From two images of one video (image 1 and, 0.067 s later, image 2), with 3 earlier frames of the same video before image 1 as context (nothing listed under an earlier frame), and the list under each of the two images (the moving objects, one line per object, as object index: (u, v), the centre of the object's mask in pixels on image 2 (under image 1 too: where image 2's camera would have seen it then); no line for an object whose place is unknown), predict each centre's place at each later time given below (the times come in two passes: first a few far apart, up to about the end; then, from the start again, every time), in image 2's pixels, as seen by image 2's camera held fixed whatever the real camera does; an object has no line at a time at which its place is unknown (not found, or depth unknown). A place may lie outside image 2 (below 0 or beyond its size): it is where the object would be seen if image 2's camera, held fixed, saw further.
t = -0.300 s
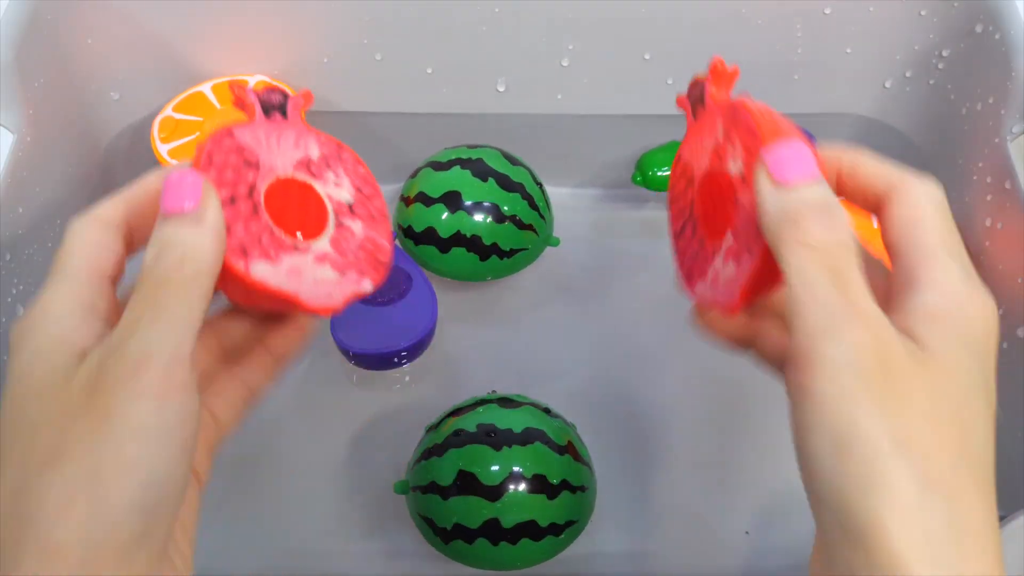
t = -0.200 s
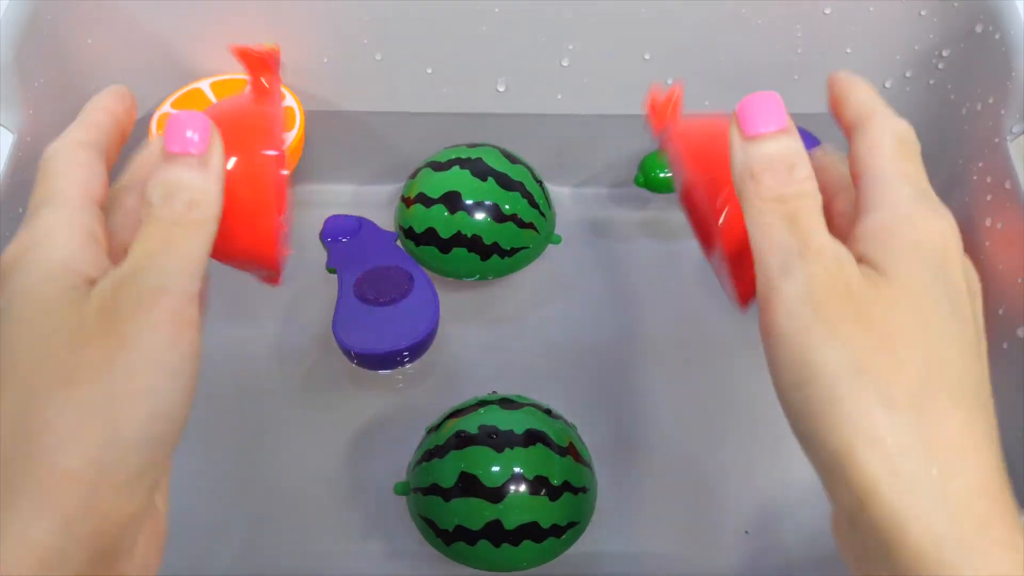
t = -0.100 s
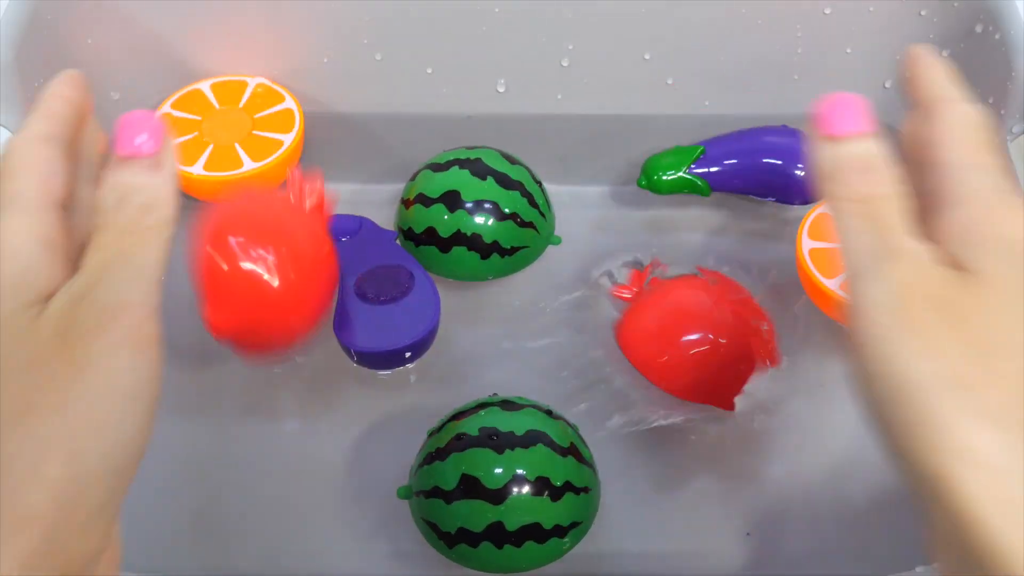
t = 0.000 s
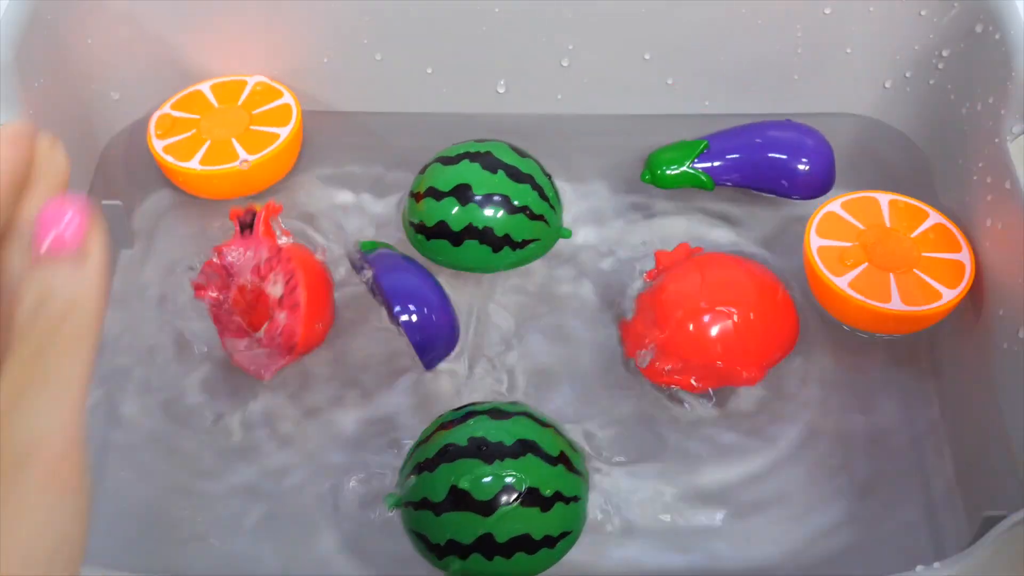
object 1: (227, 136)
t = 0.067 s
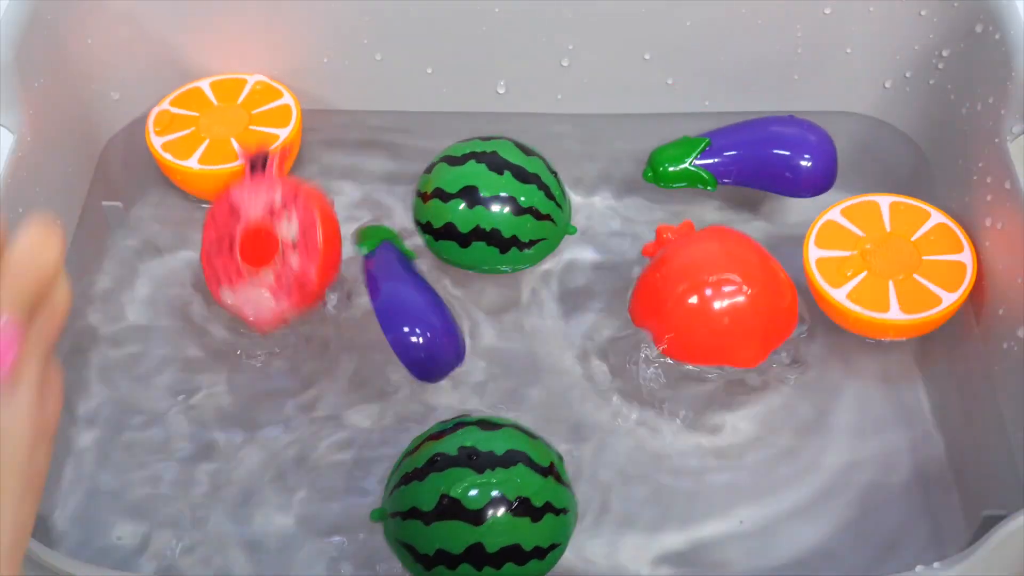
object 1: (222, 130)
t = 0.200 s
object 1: (210, 132)
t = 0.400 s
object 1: (182, 140)
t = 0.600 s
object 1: (162, 155)
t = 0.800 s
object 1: (164, 160)
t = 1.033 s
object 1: (158, 168)
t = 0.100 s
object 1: (211, 123)
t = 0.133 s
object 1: (206, 124)
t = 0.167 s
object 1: (208, 129)
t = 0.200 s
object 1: (210, 132)
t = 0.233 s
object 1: (208, 131)
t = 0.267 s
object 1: (202, 131)
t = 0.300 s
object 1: (196, 133)
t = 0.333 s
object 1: (191, 136)
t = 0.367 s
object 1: (185, 138)
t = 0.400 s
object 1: (182, 140)
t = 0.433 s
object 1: (178, 141)
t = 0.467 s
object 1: (174, 143)
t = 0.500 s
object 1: (170, 146)
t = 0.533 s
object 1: (165, 150)
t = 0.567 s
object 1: (163, 153)
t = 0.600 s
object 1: (162, 155)
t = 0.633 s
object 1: (162, 156)
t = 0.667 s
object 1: (162, 157)
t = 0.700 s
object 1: (163, 159)
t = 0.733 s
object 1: (165, 161)
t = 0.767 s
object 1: (165, 161)
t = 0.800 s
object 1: (164, 160)
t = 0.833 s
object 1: (162, 160)
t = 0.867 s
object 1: (159, 159)
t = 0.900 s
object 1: (159, 160)
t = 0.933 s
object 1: (158, 162)
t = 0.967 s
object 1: (157, 164)
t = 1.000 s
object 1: (157, 166)
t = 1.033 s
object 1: (158, 168)
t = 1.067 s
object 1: (159, 169)
